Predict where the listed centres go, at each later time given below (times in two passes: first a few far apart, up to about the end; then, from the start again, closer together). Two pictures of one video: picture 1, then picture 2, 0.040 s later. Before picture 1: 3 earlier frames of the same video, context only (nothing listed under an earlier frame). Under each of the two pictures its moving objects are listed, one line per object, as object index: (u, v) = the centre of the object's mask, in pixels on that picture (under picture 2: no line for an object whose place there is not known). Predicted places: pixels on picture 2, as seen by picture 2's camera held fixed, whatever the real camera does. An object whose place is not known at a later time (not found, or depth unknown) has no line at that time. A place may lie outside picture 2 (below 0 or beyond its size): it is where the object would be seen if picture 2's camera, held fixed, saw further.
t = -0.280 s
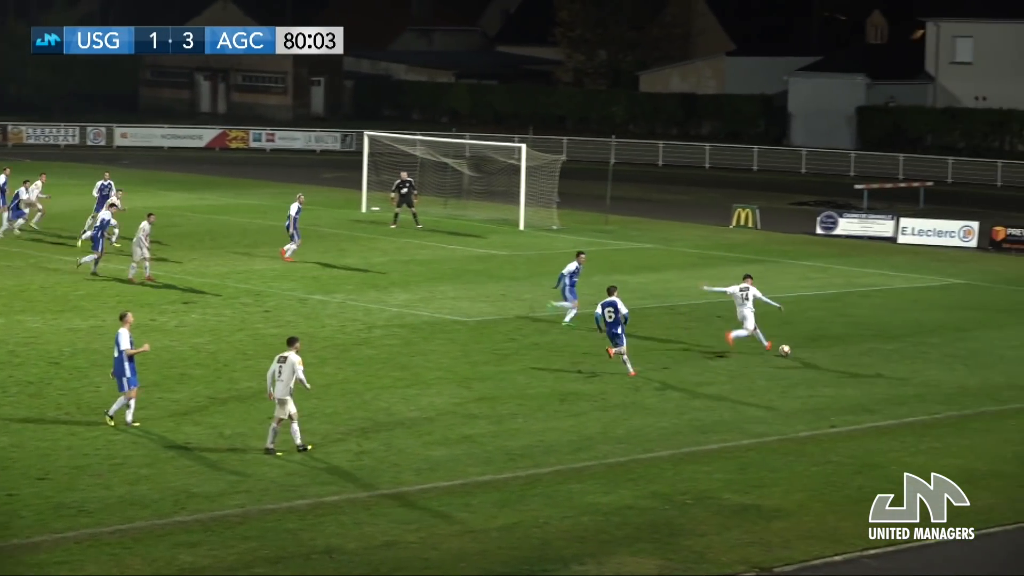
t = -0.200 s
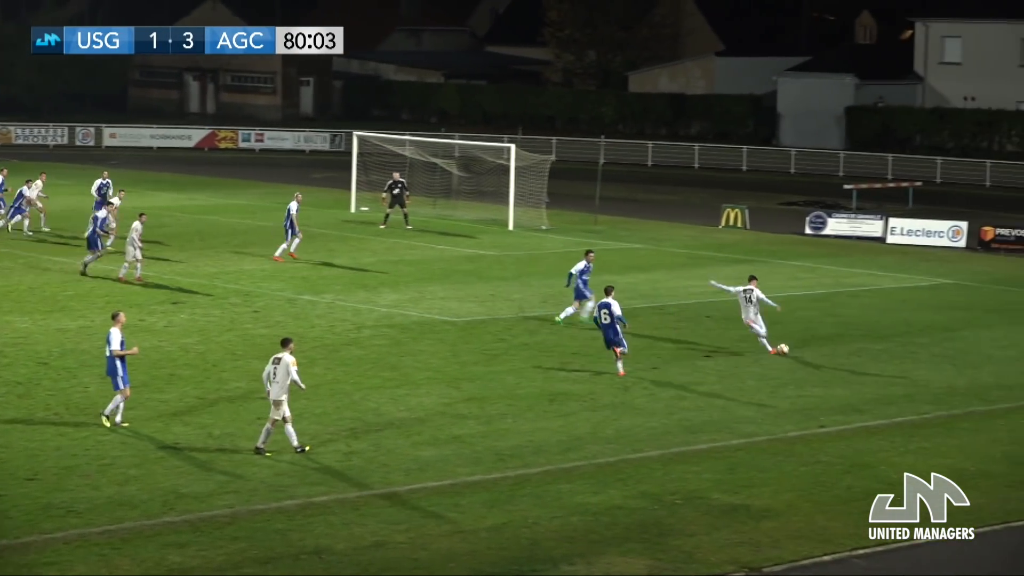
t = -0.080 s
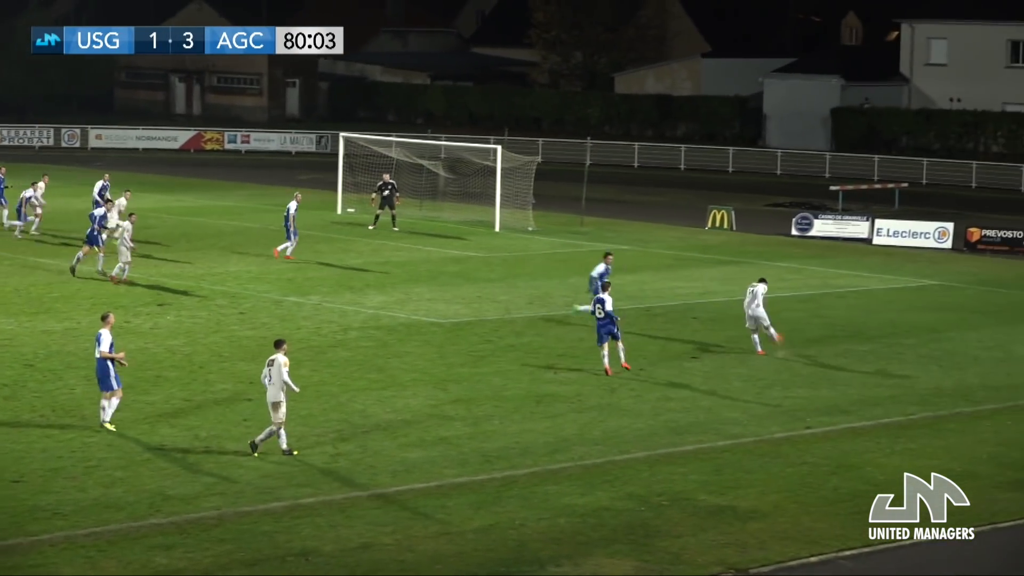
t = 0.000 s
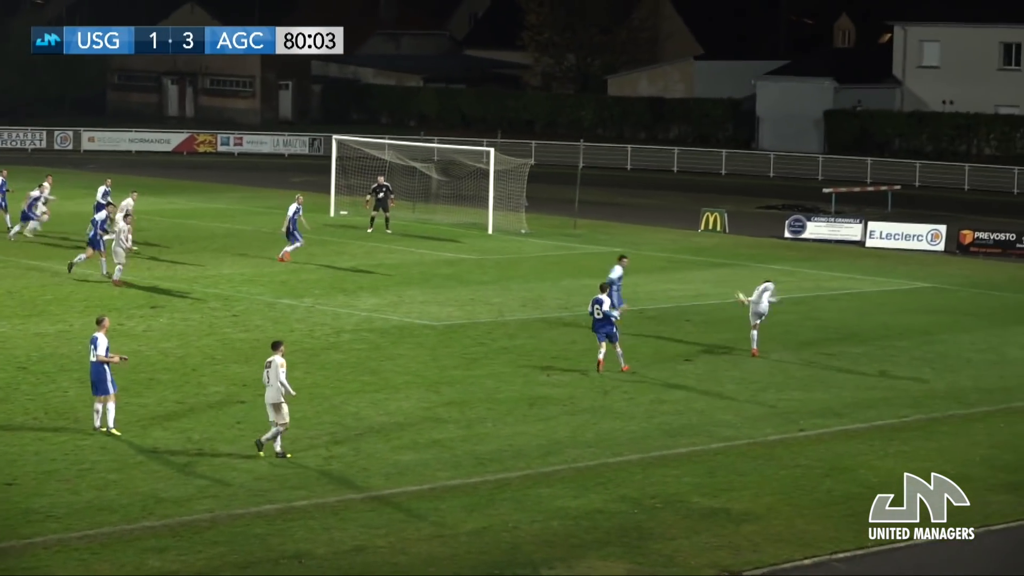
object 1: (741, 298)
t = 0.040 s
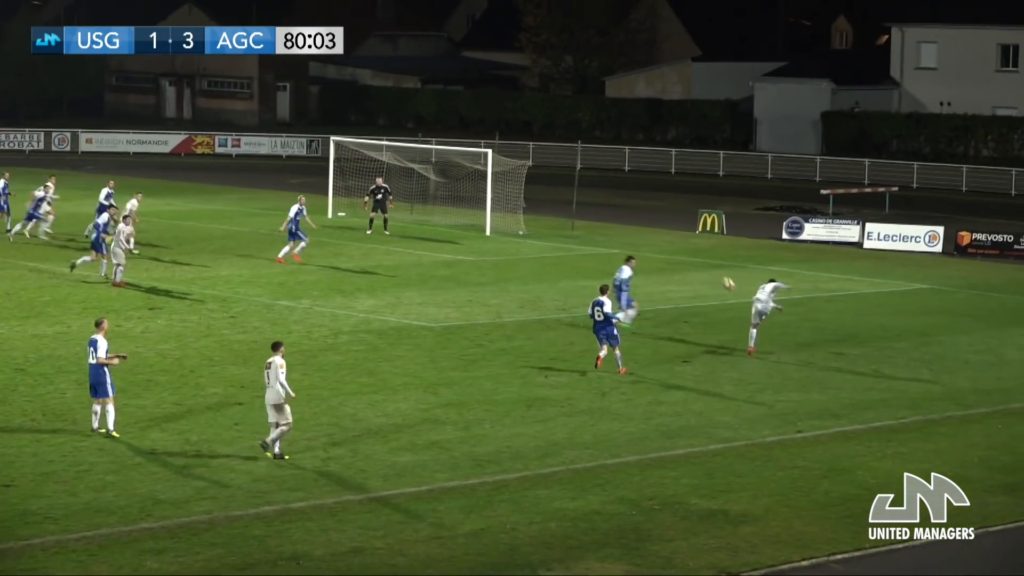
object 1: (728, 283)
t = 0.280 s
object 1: (663, 206)
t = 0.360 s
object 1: (645, 188)
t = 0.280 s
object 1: (663, 206)
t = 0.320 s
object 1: (653, 197)
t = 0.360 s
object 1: (645, 188)
